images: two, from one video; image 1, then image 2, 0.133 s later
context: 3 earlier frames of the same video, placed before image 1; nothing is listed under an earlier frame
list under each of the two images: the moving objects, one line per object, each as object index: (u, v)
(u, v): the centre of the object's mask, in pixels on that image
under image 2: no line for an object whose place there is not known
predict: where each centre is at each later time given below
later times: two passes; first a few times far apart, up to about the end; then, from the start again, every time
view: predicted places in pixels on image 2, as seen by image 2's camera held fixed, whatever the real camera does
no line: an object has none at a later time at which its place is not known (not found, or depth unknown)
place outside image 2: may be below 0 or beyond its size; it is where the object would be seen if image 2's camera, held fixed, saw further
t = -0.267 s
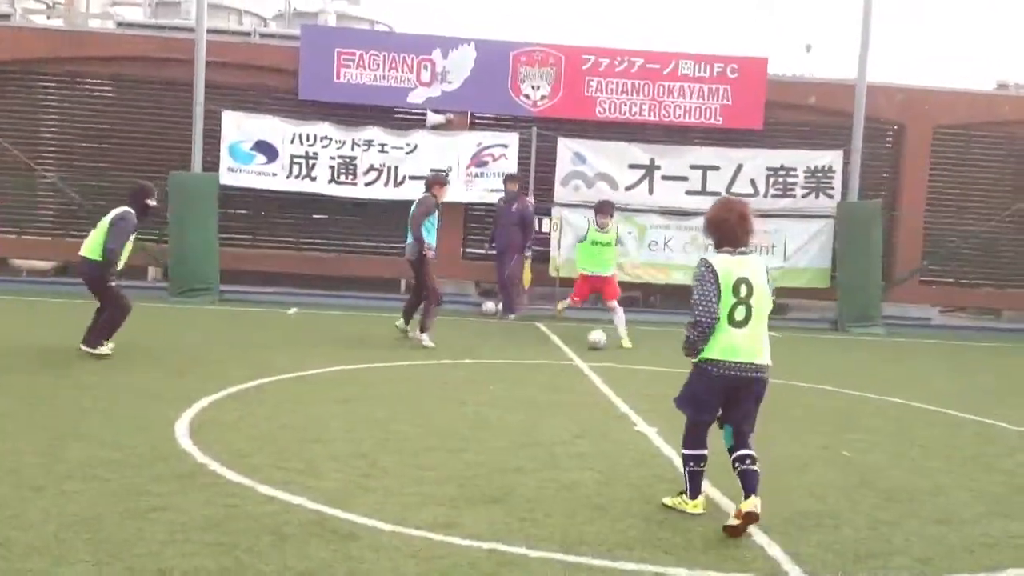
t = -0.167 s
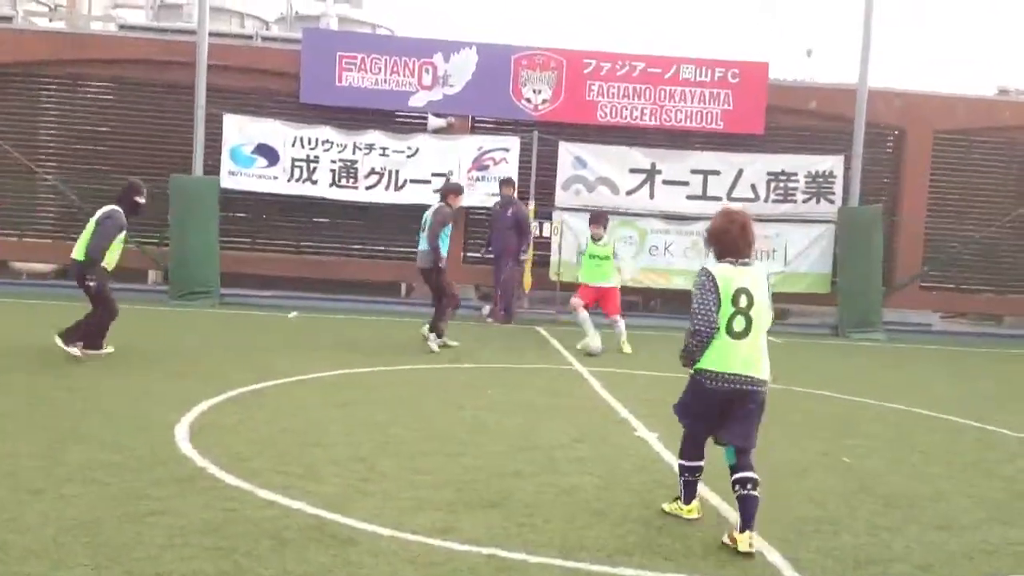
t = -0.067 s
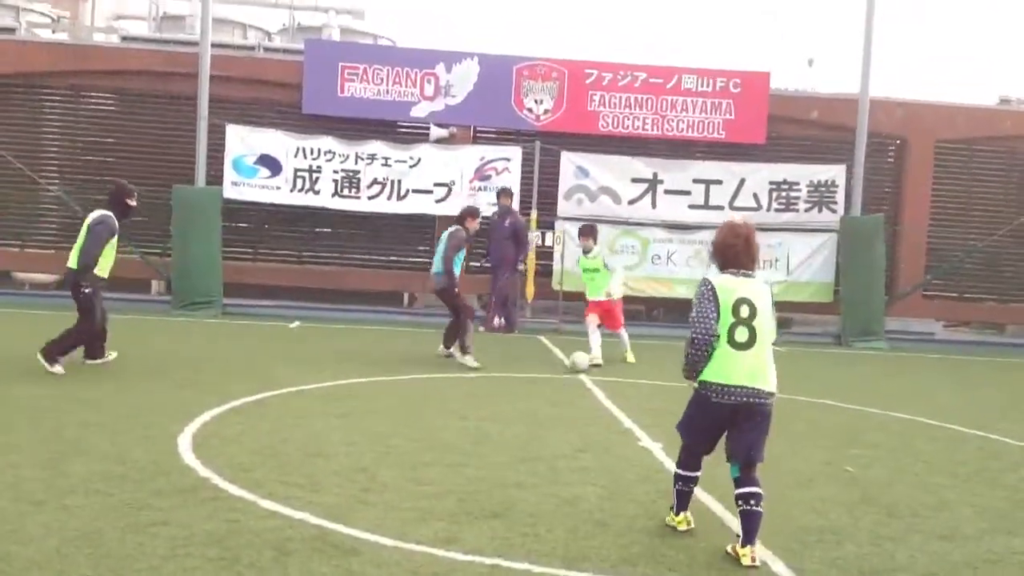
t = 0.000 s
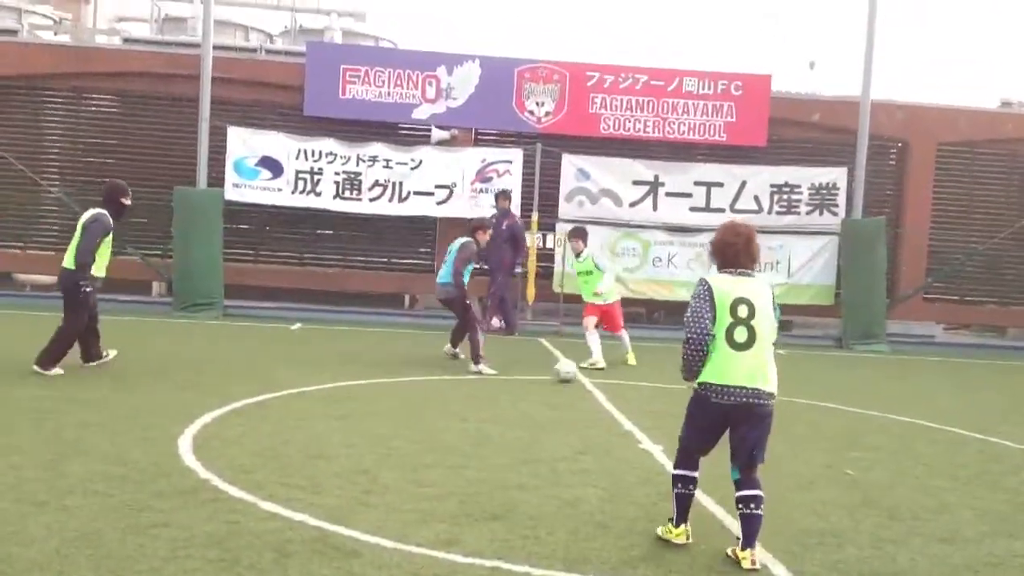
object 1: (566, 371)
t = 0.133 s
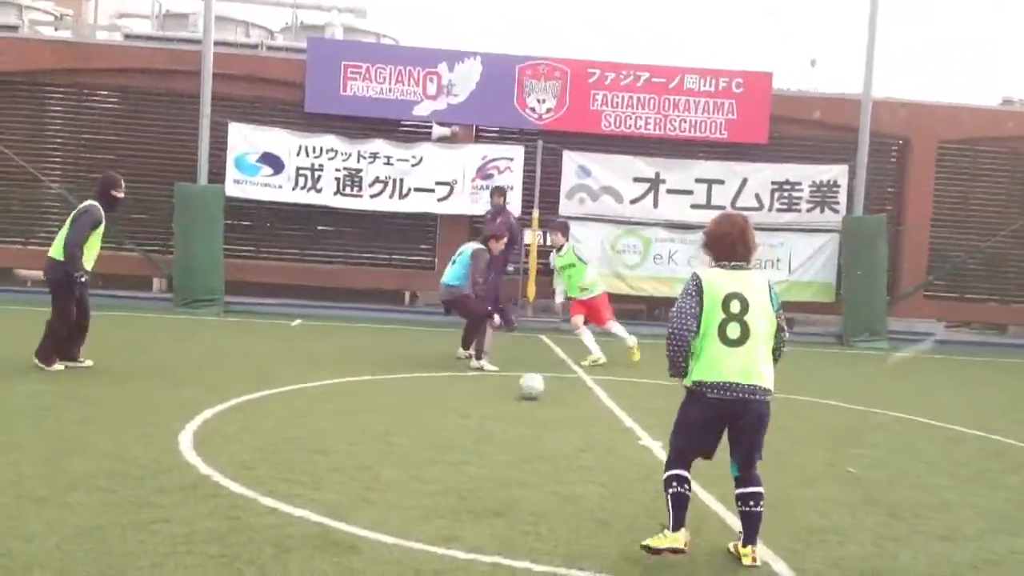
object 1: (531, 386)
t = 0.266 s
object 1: (490, 406)
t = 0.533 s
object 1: (373, 460)
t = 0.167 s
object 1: (521, 391)
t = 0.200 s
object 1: (511, 395)
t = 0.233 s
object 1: (500, 401)
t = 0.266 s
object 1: (490, 406)
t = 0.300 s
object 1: (478, 411)
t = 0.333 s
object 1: (465, 417)
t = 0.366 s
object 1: (451, 423)
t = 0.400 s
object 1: (438, 431)
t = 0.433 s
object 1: (423, 438)
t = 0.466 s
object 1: (408, 445)
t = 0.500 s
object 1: (391, 452)
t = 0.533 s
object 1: (373, 460)
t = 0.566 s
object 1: (354, 469)
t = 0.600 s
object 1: (334, 477)
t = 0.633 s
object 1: (313, 486)
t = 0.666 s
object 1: (290, 497)
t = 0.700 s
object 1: (266, 507)
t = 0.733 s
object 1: (238, 519)
